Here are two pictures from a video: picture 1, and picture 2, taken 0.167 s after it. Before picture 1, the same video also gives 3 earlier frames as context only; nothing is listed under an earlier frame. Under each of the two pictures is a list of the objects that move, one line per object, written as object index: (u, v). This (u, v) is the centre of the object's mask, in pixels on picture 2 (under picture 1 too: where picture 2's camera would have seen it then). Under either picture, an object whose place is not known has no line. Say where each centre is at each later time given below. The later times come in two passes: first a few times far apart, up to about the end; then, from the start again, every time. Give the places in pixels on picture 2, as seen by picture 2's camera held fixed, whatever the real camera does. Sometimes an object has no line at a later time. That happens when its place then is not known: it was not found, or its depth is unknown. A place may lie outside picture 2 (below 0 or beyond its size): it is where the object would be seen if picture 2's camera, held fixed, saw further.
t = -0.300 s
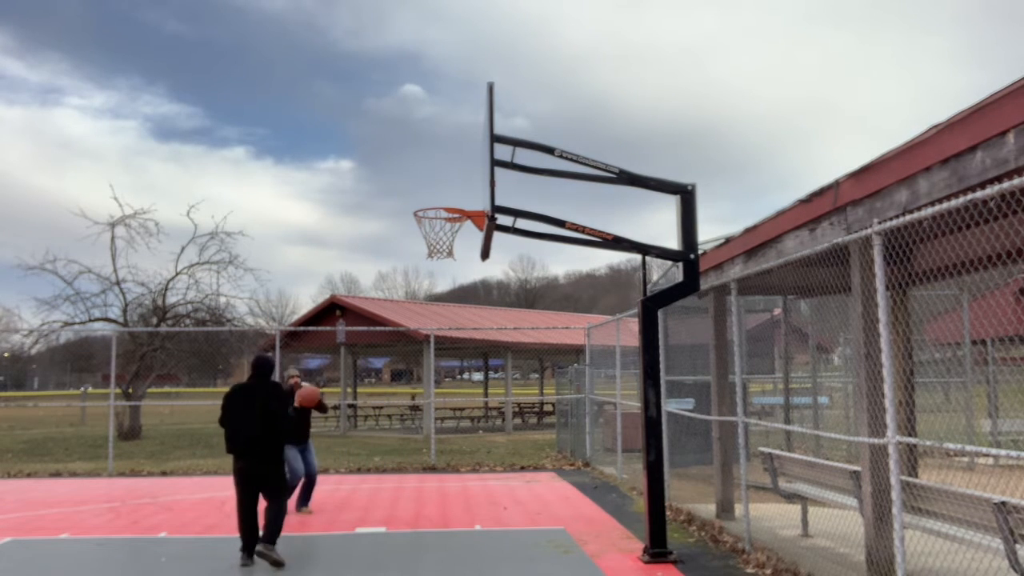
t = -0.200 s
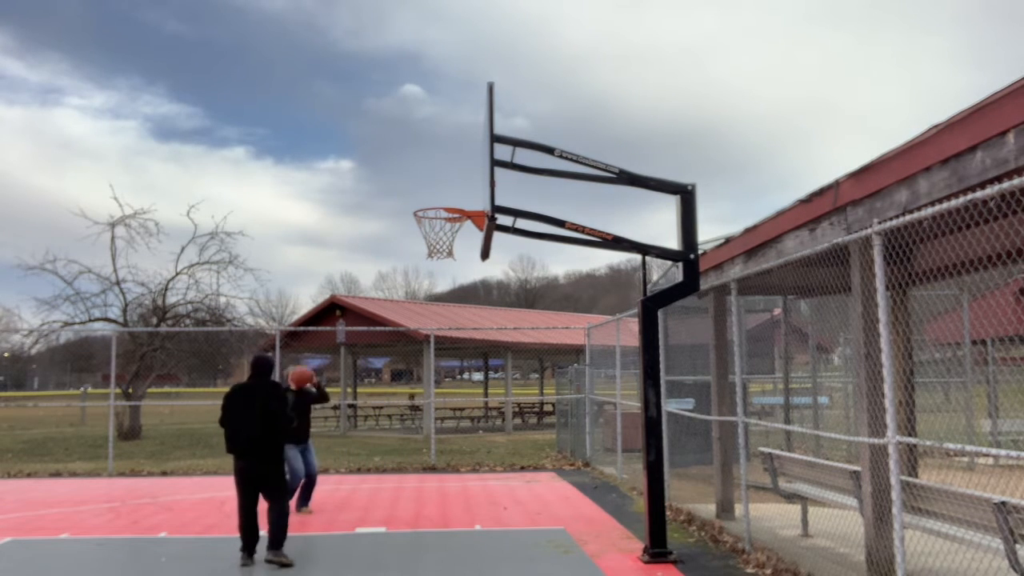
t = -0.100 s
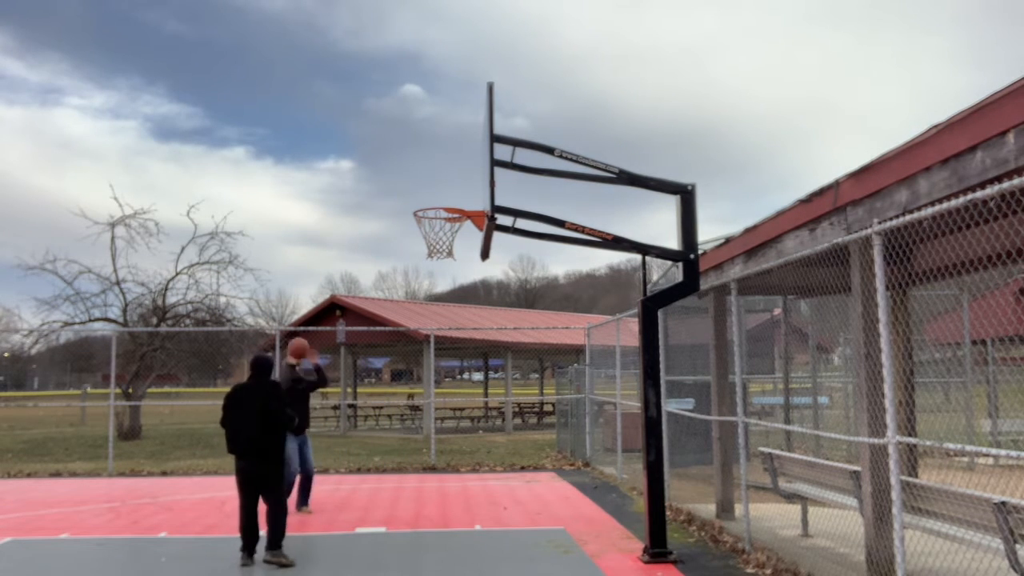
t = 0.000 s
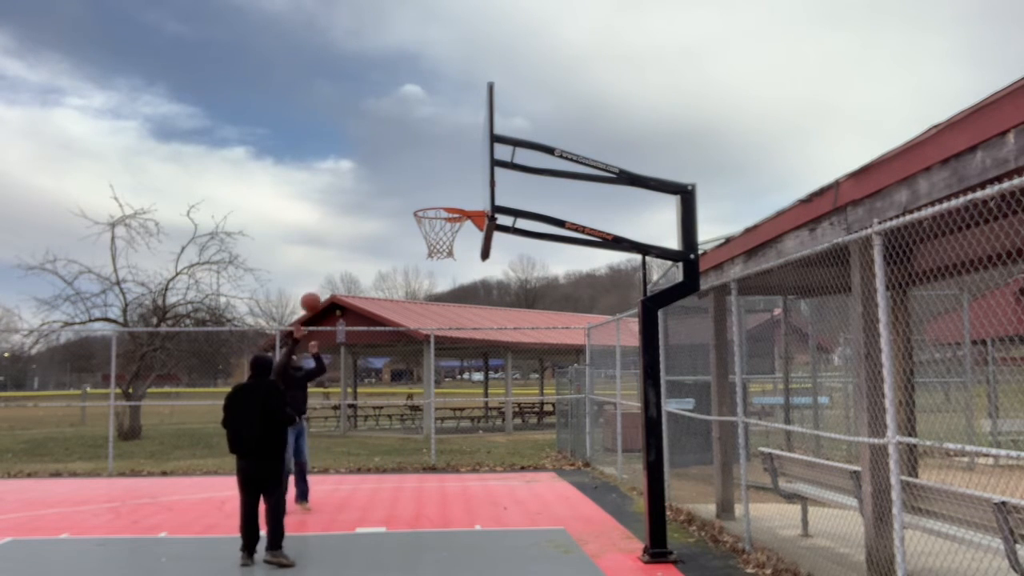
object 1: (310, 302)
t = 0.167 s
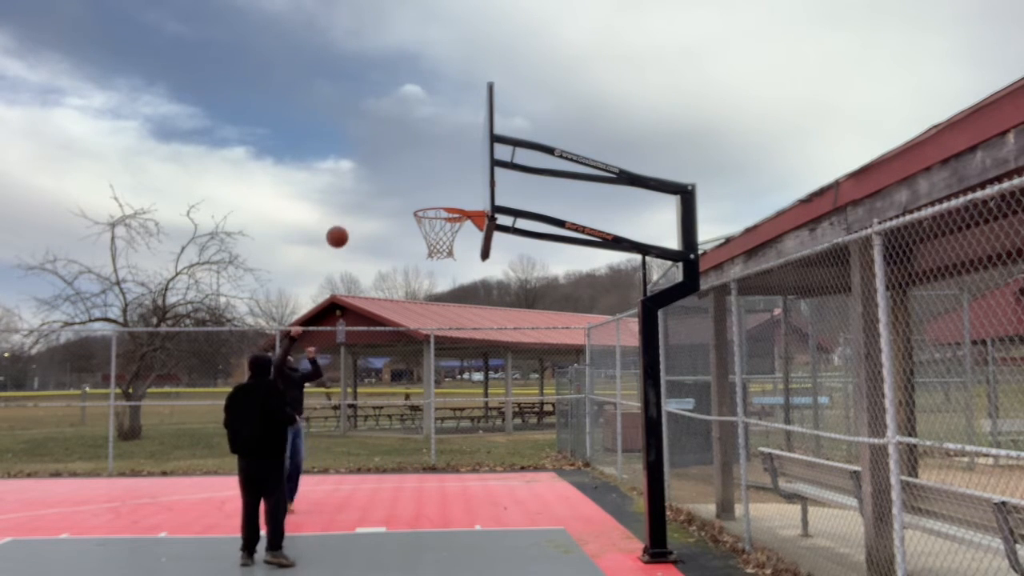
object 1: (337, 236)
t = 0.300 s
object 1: (359, 199)
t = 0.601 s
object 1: (415, 168)
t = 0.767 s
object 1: (450, 189)
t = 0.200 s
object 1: (342, 226)
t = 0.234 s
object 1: (348, 216)
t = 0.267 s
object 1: (353, 207)
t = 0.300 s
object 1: (359, 199)
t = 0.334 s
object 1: (365, 191)
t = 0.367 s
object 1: (371, 185)
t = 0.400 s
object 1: (377, 180)
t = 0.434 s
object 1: (383, 175)
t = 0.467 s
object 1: (389, 172)
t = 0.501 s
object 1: (395, 169)
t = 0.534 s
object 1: (401, 168)
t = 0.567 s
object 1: (408, 167)
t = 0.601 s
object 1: (415, 168)
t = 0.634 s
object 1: (421, 170)
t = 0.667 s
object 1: (428, 173)
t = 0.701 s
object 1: (435, 177)
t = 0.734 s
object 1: (443, 182)
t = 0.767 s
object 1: (450, 189)
